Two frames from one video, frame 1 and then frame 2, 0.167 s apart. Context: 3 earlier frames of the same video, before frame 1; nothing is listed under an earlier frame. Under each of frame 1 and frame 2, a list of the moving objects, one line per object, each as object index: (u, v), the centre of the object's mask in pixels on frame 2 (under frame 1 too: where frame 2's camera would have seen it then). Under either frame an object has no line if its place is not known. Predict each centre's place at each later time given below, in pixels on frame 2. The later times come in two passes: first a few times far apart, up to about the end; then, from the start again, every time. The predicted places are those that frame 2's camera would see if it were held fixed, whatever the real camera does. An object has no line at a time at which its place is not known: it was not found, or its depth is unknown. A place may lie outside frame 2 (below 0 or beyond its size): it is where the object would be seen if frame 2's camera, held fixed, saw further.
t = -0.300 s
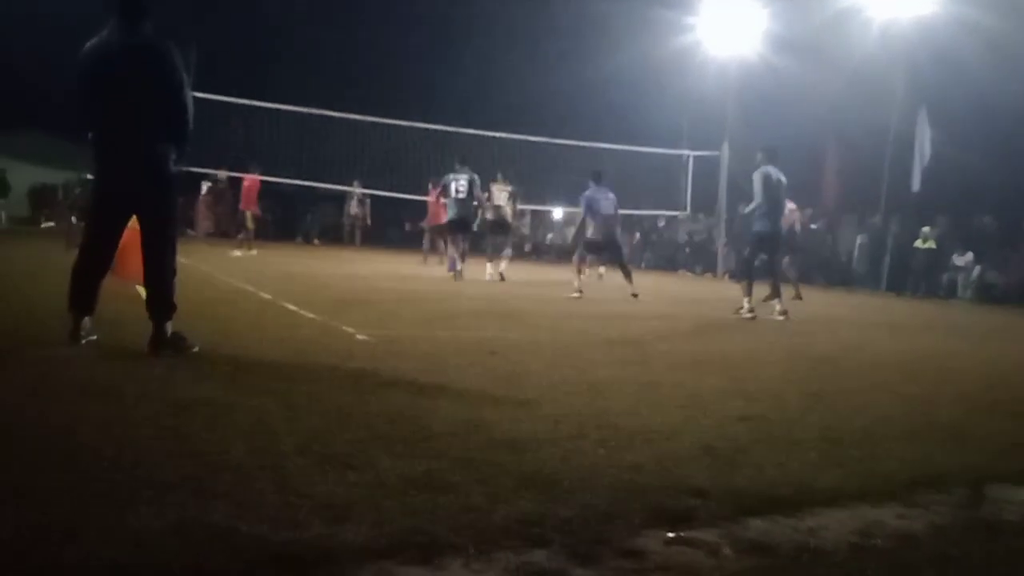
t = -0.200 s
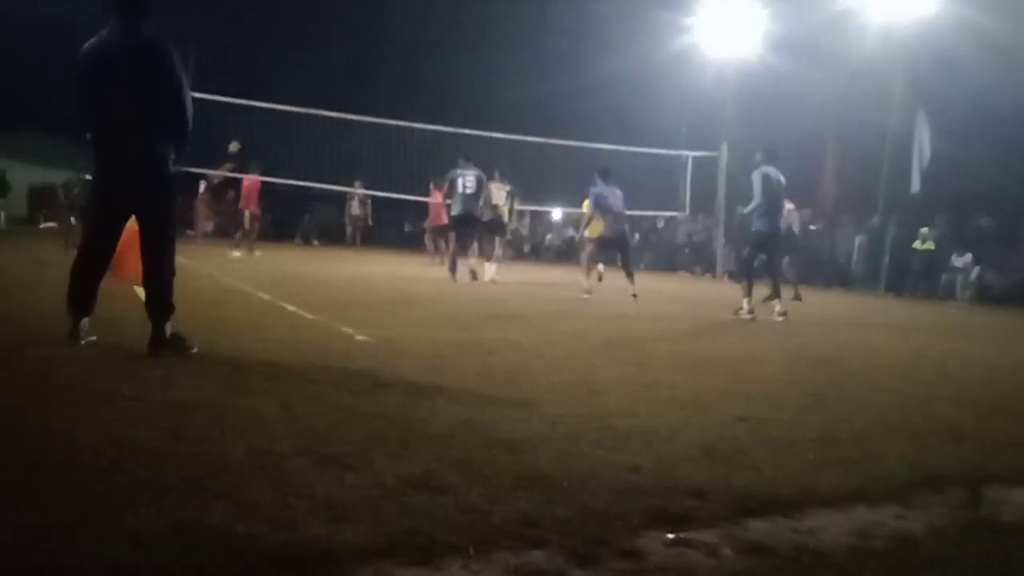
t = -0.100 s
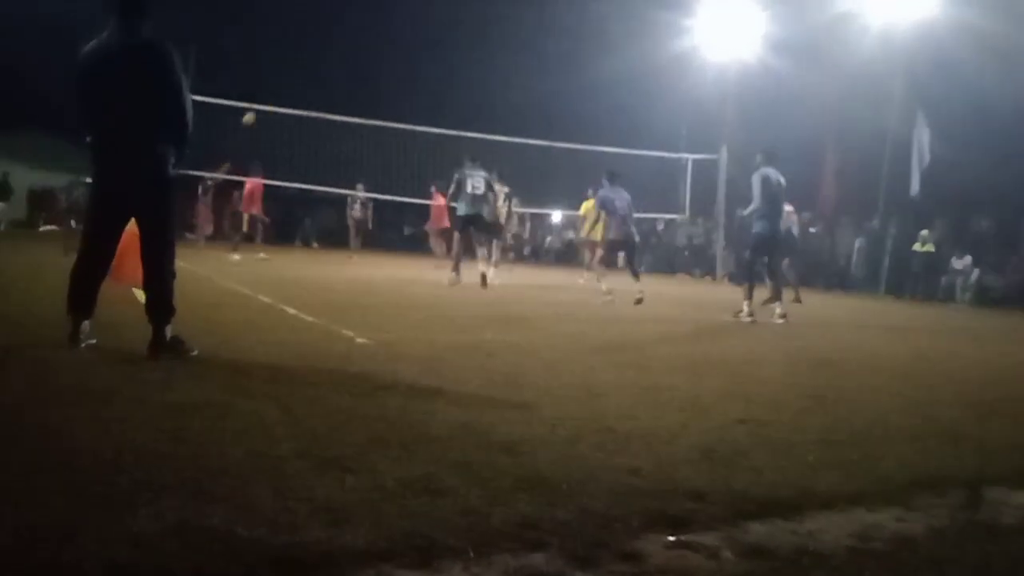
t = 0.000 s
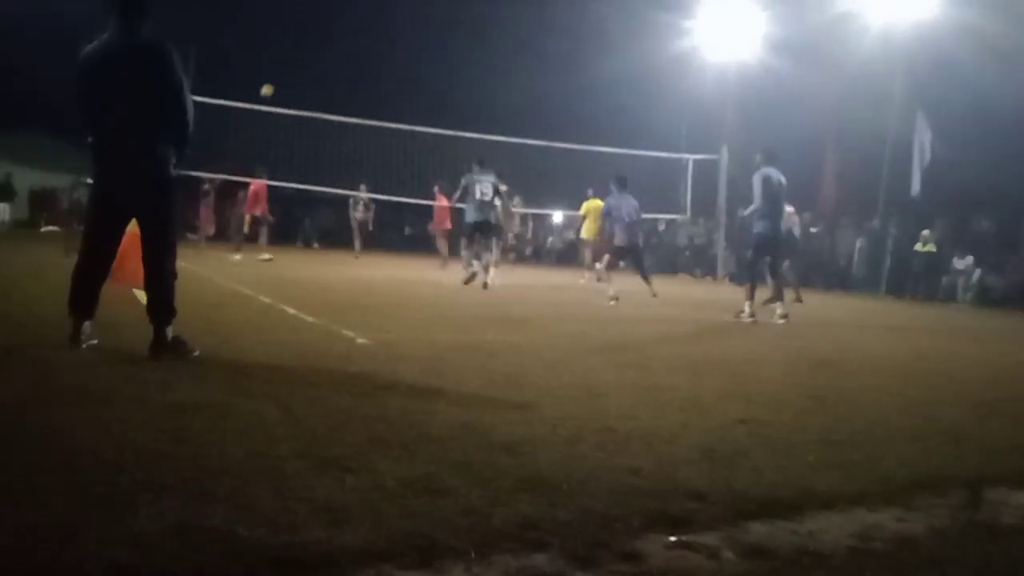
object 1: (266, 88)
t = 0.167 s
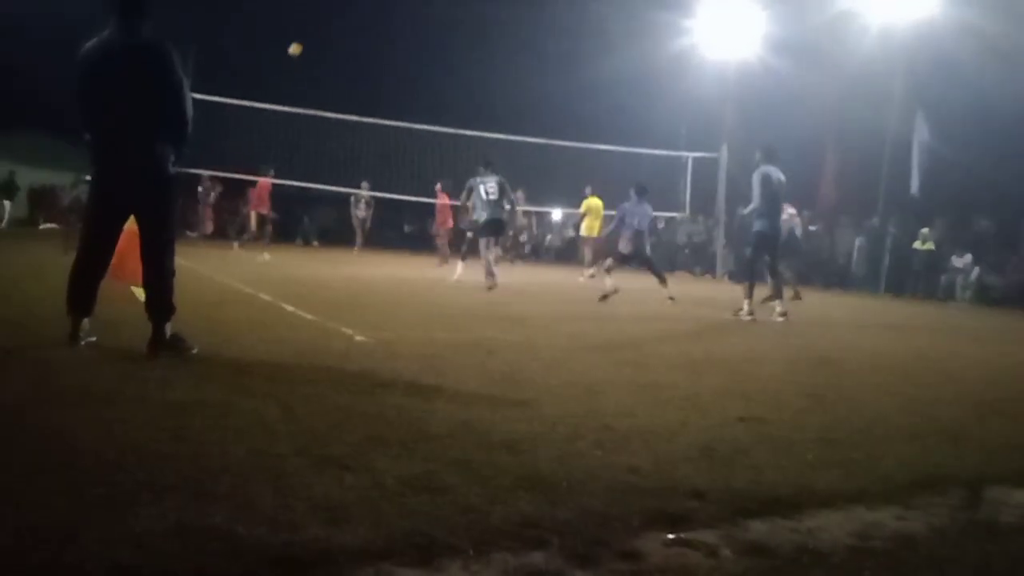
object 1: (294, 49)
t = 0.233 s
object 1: (306, 38)
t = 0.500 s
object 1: (358, 10)
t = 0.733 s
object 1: (407, 21)
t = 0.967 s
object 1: (459, 69)
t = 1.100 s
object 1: (489, 117)
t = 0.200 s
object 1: (301, 43)
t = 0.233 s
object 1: (306, 38)
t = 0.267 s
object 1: (312, 32)
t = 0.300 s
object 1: (319, 27)
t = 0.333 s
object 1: (325, 23)
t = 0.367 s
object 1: (331, 19)
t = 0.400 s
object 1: (338, 16)
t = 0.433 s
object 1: (345, 14)
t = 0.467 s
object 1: (351, 11)
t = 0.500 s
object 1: (358, 10)
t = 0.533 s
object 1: (365, 10)
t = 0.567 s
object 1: (371, 10)
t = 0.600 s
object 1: (379, 11)
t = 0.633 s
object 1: (386, 12)
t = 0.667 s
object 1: (392, 14)
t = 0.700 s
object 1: (400, 17)
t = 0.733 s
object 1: (407, 21)
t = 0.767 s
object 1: (414, 25)
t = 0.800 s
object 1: (421, 30)
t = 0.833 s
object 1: (428, 36)
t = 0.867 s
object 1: (436, 43)
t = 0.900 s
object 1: (443, 50)
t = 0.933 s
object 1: (451, 59)
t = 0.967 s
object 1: (459, 69)
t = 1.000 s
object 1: (466, 80)
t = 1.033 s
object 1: (474, 91)
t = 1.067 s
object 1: (482, 104)
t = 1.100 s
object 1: (489, 117)
